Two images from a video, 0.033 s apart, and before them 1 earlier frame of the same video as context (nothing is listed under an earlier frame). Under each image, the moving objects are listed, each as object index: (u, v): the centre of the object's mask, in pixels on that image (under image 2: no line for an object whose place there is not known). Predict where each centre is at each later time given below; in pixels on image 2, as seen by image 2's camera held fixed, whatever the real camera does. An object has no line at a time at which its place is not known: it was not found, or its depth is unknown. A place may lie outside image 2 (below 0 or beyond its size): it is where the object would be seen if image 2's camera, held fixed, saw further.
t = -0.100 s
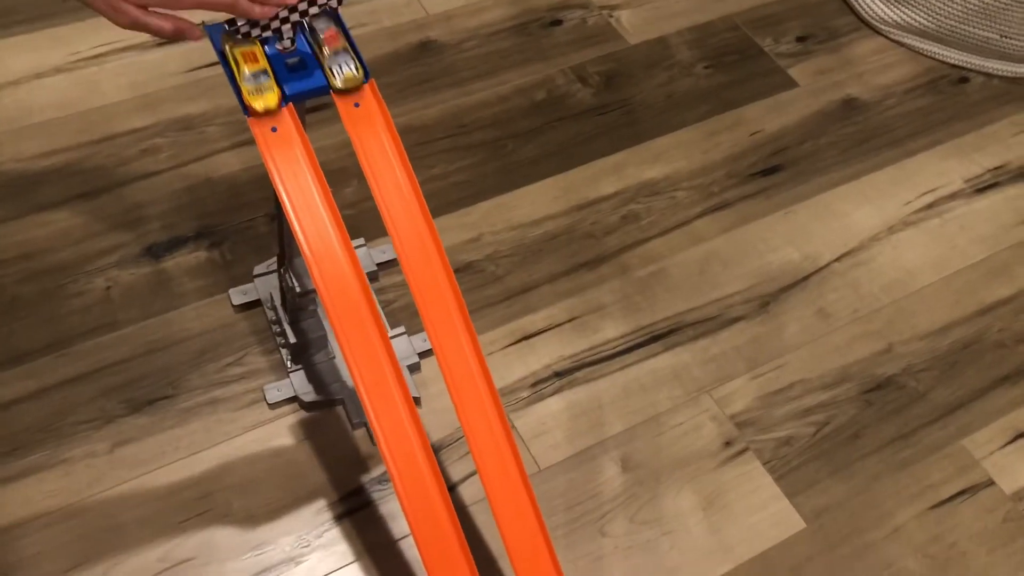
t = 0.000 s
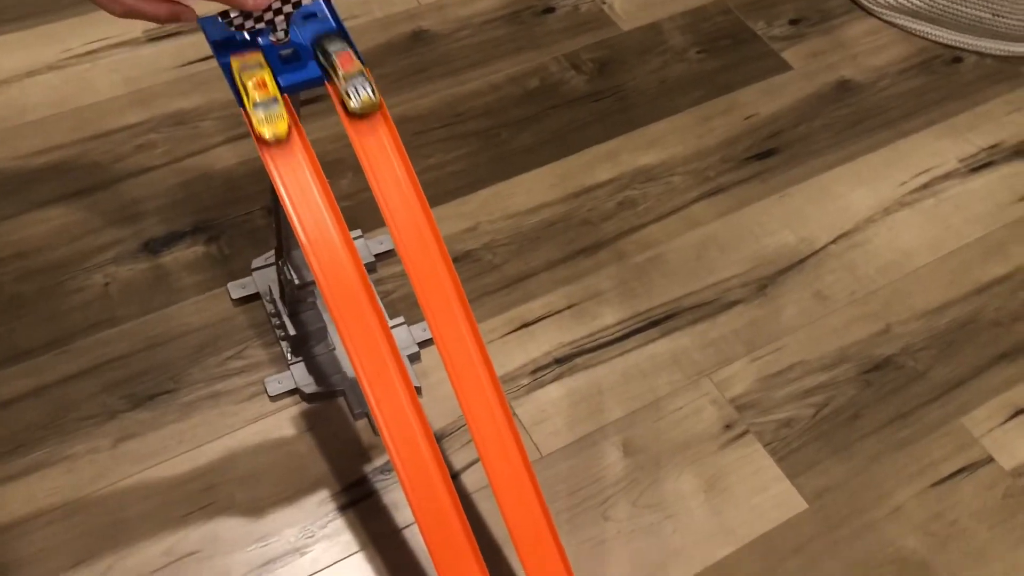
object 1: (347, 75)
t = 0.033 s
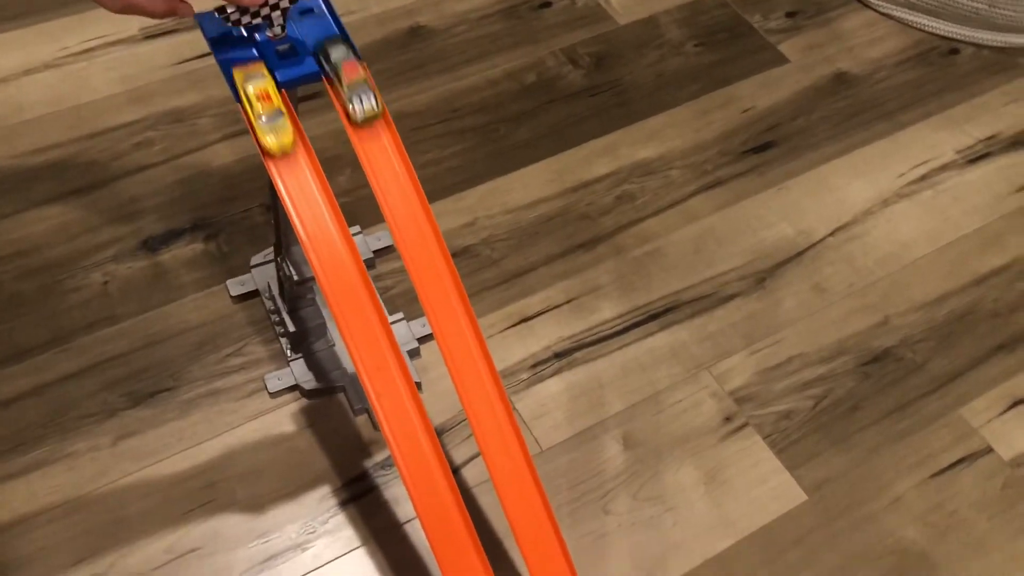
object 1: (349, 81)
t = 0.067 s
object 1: (358, 96)
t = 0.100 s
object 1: (369, 118)
